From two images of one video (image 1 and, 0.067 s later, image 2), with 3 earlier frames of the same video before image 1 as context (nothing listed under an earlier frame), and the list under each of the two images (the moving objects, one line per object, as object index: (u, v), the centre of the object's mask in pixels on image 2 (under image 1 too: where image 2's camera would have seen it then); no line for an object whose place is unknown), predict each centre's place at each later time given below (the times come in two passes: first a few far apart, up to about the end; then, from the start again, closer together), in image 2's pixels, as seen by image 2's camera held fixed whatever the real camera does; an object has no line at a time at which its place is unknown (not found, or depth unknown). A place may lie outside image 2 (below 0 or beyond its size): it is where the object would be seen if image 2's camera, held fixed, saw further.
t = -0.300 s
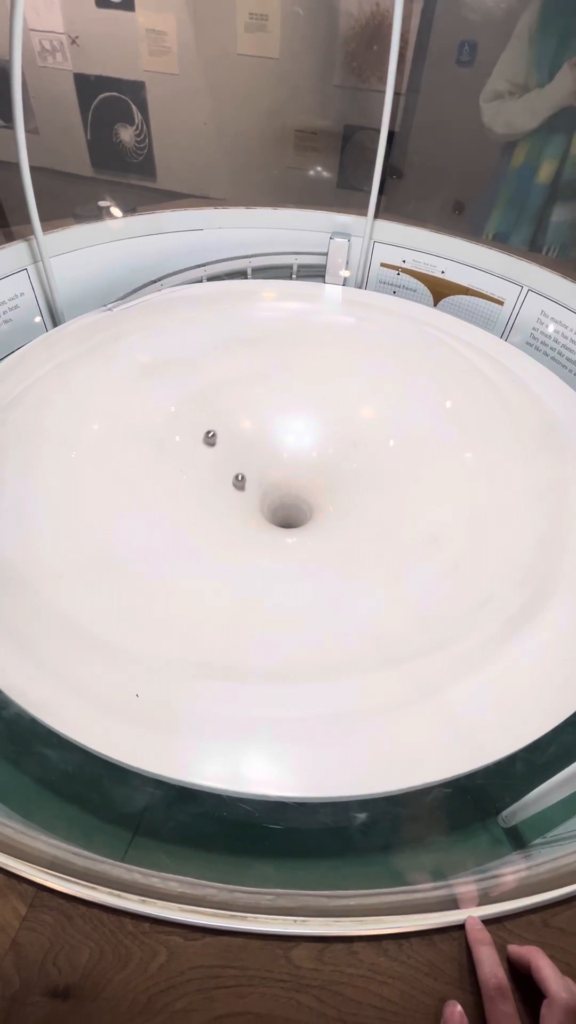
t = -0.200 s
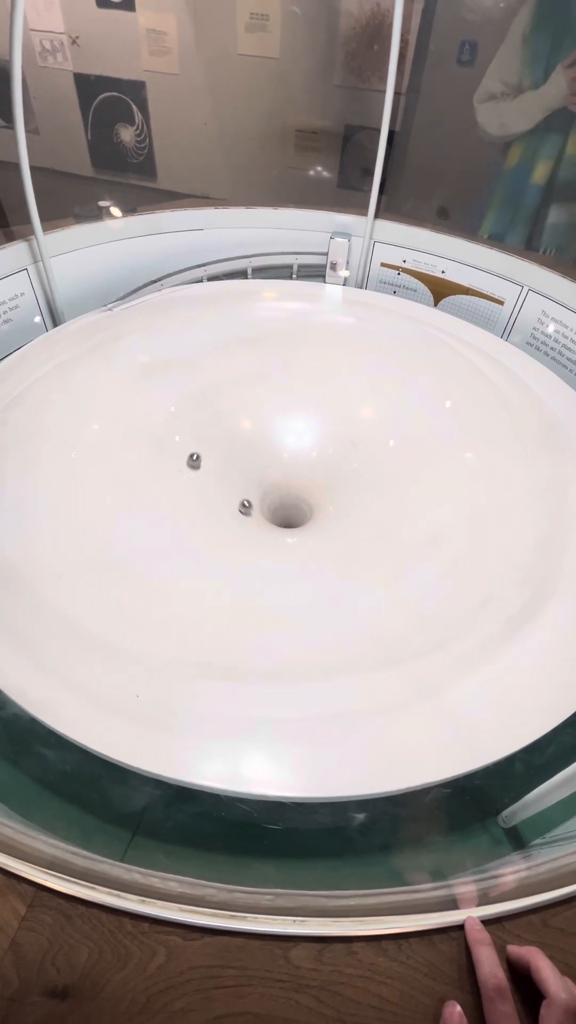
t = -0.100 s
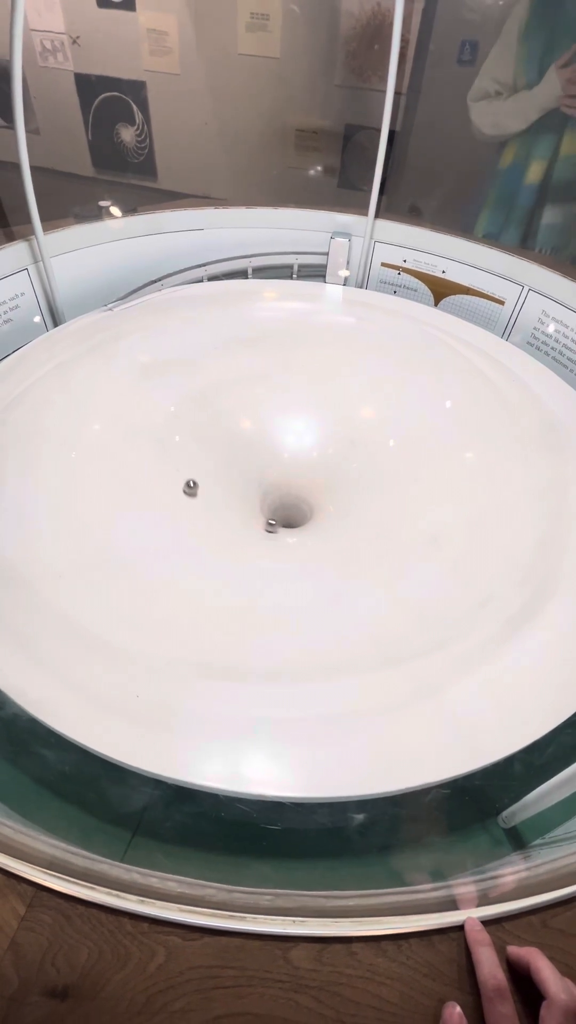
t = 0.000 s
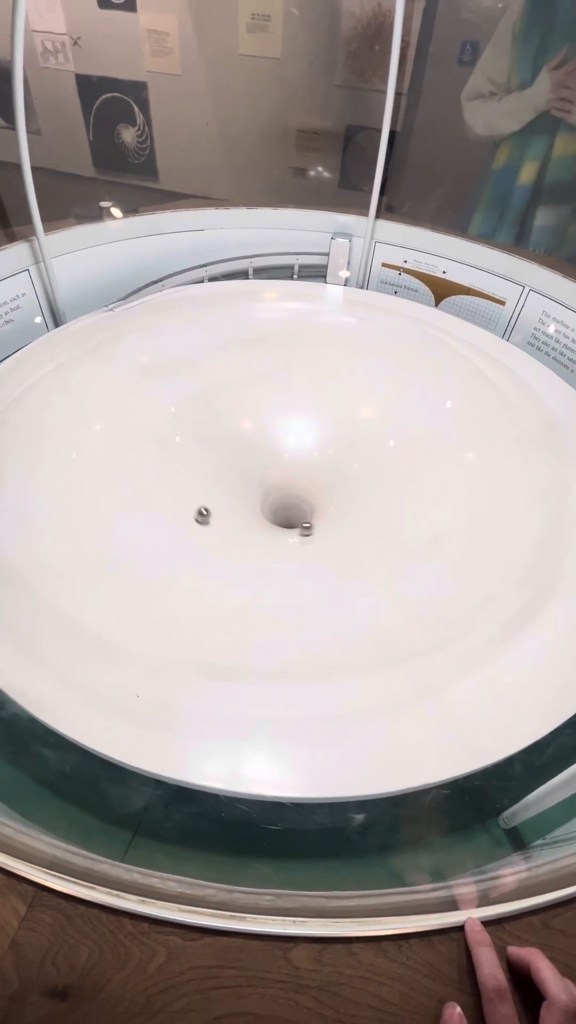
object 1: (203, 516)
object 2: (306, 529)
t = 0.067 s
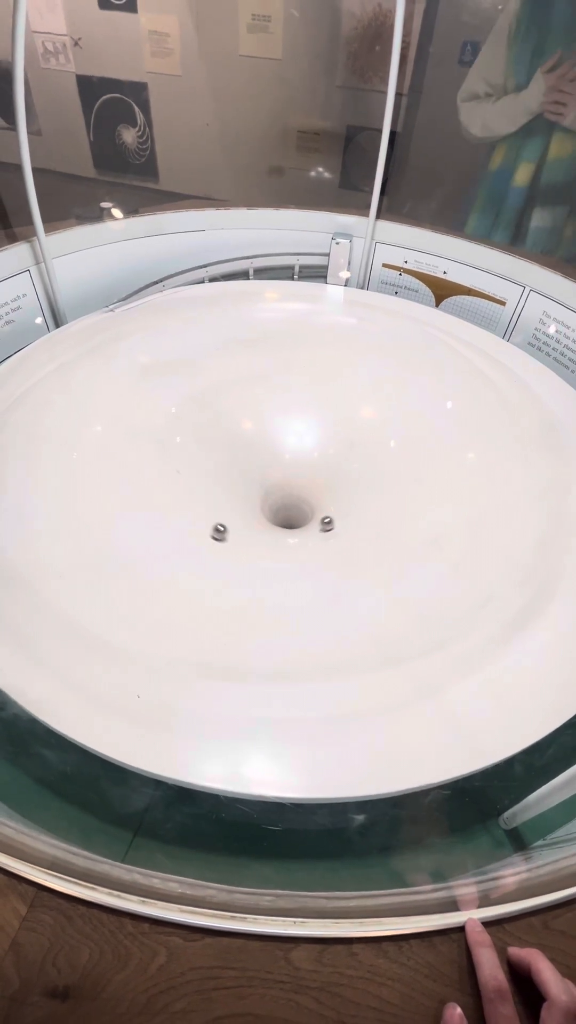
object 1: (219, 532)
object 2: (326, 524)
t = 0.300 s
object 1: (307, 556)
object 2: (347, 484)
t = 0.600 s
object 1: (386, 507)
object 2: (271, 459)
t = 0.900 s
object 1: (347, 435)
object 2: (240, 509)
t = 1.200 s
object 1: (249, 412)
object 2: (320, 525)
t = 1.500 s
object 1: (184, 451)
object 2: (317, 467)
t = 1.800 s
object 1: (220, 528)
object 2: (242, 461)
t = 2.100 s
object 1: (345, 536)
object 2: (261, 521)
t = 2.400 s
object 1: (386, 463)
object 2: (343, 498)
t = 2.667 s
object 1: (331, 412)
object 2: (309, 452)
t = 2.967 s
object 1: (242, 416)
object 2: (244, 481)
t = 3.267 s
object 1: (199, 483)
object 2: (301, 529)
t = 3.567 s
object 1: (277, 550)
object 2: (344, 489)
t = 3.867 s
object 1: (379, 525)
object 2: (268, 461)
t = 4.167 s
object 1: (374, 457)
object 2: (240, 508)
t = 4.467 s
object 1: (281, 418)
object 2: (320, 522)
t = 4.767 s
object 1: (195, 443)
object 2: (311, 462)
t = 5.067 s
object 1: (198, 514)
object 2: (242, 464)
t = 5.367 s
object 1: (310, 545)
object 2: (274, 525)
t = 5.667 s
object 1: (378, 483)
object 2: (344, 489)
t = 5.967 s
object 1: (328, 416)
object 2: (289, 453)
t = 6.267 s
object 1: (243, 411)
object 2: (246, 503)
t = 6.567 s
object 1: (199, 473)
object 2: (324, 523)
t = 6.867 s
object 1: (274, 543)
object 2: (325, 474)
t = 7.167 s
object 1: (381, 517)
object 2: (244, 472)
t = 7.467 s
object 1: (376, 451)
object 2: (264, 525)
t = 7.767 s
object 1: (286, 419)
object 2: (335, 499)
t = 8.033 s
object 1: (208, 446)
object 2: (288, 453)
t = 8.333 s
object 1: (206, 518)
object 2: (238, 484)
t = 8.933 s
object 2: (333, 468)
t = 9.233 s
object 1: (321, 423)
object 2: (261, 465)
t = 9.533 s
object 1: (231, 417)
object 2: (273, 526)
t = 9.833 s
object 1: (193, 475)
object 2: (342, 505)
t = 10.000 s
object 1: (222, 520)
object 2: (325, 476)
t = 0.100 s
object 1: (230, 539)
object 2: (334, 520)
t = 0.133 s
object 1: (241, 545)
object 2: (341, 515)
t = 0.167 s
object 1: (254, 549)
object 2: (346, 509)
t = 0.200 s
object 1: (267, 553)
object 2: (349, 503)
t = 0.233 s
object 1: (280, 555)
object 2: (350, 497)
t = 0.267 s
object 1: (294, 556)
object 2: (349, 491)
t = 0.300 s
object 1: (307, 556)
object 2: (347, 484)
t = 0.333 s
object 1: (321, 554)
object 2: (342, 479)
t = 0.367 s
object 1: (333, 551)
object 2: (337, 473)
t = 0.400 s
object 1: (345, 547)
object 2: (329, 468)
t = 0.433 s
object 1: (355, 542)
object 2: (321, 464)
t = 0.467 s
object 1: (364, 536)
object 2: (311, 461)
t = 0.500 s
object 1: (372, 530)
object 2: (301, 459)
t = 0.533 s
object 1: (378, 522)
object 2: (291, 458)
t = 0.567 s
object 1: (383, 515)
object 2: (281, 458)
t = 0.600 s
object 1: (386, 507)
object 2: (271, 459)
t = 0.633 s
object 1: (388, 499)
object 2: (262, 462)
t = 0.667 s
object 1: (387, 490)
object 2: (254, 465)
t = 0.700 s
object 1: (386, 482)
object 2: (246, 470)
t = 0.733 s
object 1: (382, 473)
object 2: (241, 475)
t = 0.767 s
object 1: (377, 465)
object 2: (237, 481)
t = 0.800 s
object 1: (371, 457)
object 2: (235, 488)
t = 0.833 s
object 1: (364, 449)
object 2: (235, 495)
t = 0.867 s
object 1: (356, 442)
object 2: (236, 502)
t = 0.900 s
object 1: (347, 435)
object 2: (240, 509)
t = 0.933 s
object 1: (337, 429)
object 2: (245, 516)
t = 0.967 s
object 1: (326, 424)
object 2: (253, 521)
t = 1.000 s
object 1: (315, 420)
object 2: (261, 526)
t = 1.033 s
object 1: (304, 416)
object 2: (270, 529)
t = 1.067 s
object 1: (293, 414)
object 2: (281, 531)
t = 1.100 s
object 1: (282, 412)
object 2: (291, 531)
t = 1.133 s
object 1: (271, 411)
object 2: (302, 531)
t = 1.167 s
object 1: (260, 411)
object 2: (312, 529)
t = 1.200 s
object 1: (249, 412)
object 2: (320, 525)
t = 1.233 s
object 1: (239, 413)
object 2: (327, 521)
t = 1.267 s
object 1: (229, 415)
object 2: (333, 515)
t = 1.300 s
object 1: (220, 418)
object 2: (337, 509)
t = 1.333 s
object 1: (212, 422)
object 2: (339, 502)
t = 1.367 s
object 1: (205, 427)
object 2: (339, 495)
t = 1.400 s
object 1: (198, 432)
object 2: (336, 487)
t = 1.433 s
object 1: (192, 438)
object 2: (331, 480)
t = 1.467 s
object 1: (188, 444)
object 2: (325, 473)
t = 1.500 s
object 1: (184, 451)
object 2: (317, 467)
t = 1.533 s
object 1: (182, 459)
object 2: (309, 461)
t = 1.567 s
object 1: (181, 467)
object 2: (299, 457)
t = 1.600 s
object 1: (182, 476)
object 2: (290, 454)
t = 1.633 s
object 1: (184, 485)
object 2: (280, 452)
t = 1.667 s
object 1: (188, 494)
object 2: (271, 452)
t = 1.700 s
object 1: (193, 503)
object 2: (263, 452)
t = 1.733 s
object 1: (200, 512)
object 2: (255, 454)
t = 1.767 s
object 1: (209, 520)
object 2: (248, 457)
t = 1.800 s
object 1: (220, 528)
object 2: (242, 461)
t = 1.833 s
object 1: (232, 534)
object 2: (238, 466)
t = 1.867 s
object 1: (246, 539)
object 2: (234, 472)
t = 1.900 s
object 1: (260, 544)
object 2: (233, 478)
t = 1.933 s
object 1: (275, 546)
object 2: (233, 486)
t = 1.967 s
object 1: (290, 547)
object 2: (234, 494)
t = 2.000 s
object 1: (305, 546)
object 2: (238, 501)
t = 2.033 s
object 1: (320, 544)
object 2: (244, 509)
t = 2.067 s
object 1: (333, 540)
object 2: (251, 515)
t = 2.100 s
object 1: (345, 536)
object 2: (261, 521)
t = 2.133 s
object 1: (356, 530)
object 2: (272, 525)
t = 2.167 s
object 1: (366, 523)
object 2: (284, 528)
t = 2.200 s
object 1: (374, 515)
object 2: (296, 528)
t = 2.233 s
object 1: (380, 507)
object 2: (308, 526)
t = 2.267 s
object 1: (385, 498)
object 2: (318, 522)
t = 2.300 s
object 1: (387, 489)
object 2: (327, 518)
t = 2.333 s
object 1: (388, 480)
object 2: (334, 512)
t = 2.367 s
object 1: (388, 472)
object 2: (340, 505)
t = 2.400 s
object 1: (386, 463)
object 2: (343, 498)
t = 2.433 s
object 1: (382, 455)
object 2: (344, 490)
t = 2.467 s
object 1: (377, 446)
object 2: (343, 483)
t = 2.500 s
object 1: (372, 439)
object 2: (341, 476)
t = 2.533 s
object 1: (365, 432)
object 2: (337, 469)
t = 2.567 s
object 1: (358, 426)
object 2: (331, 463)
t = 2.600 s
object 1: (349, 421)
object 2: (324, 458)
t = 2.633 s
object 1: (341, 416)
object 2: (317, 454)
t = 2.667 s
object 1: (331, 412)
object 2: (309, 452)
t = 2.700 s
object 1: (322, 410)
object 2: (300, 450)
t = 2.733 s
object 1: (311, 407)
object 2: (291, 450)
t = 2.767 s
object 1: (301, 406)
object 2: (282, 451)
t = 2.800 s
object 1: (291, 406)
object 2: (273, 453)
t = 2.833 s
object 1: (281, 406)
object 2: (266, 456)
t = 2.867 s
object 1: (271, 408)
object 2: (258, 461)
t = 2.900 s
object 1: (261, 410)
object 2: (252, 467)
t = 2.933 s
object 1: (252, 413)
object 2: (247, 473)
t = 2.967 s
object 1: (242, 416)
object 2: (244, 481)
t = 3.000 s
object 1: (234, 421)
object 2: (243, 489)
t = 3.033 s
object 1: (226, 426)
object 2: (243, 497)
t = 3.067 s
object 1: (218, 433)
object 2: (247, 506)
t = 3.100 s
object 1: (212, 440)
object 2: (252, 513)
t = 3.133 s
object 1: (207, 447)
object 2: (260, 520)
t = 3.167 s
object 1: (202, 455)
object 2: (268, 525)
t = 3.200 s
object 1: (200, 464)
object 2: (279, 527)
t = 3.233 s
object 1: (198, 474)
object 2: (290, 529)
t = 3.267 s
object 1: (199, 483)
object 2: (301, 529)
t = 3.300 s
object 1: (201, 493)
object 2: (311, 528)
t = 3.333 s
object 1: (205, 503)
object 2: (321, 526)
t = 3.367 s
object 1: (210, 512)
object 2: (329, 522)
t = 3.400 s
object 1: (218, 521)
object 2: (335, 518)
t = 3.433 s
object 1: (227, 529)
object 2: (341, 513)
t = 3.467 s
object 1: (238, 536)
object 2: (344, 507)
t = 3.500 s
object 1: (250, 542)
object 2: (346, 501)
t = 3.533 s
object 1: (263, 546)
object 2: (346, 495)
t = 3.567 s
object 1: (277, 550)
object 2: (344, 489)
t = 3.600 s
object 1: (291, 552)
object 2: (340, 483)
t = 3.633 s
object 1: (305, 552)
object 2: (334, 477)
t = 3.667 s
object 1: (318, 551)
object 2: (327, 472)
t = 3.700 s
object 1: (331, 549)
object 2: (319, 468)
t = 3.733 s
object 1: (343, 546)
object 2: (309, 464)
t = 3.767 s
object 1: (354, 542)
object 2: (299, 461)
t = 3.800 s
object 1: (364, 537)
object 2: (288, 460)
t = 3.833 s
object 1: (372, 531)
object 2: (278, 460)
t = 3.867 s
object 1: (379, 525)
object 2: (268, 461)
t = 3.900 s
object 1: (385, 517)
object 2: (259, 463)
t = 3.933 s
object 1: (389, 510)
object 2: (251, 466)
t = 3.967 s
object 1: (391, 502)
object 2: (245, 471)
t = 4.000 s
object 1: (392, 495)
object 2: (240, 476)
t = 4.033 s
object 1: (391, 487)
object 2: (236, 482)
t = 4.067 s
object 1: (389, 479)
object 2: (234, 488)
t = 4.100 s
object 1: (385, 471)
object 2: (234, 495)
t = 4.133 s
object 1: (380, 464)
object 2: (236, 502)
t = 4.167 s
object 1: (374, 457)
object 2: (240, 508)
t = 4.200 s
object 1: (366, 450)
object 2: (245, 515)
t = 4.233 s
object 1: (358, 444)
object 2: (253, 520)
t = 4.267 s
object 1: (348, 437)
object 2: (261, 524)
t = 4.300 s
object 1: (338, 433)
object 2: (271, 528)
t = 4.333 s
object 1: (327, 428)
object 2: (282, 529)
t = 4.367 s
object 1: (316, 424)
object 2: (292, 529)
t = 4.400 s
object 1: (305, 421)
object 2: (302, 529)
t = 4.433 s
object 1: (292, 419)
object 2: (312, 526)
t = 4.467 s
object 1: (281, 418)
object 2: (320, 522)
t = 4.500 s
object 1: (269, 418)
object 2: (327, 517)
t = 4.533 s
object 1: (258, 419)
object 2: (332, 511)
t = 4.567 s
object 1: (247, 420)
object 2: (335, 504)
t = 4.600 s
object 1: (236, 422)
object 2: (336, 497)
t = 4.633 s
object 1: (227, 425)
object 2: (335, 489)
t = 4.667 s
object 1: (218, 428)
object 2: (331, 482)
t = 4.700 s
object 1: (209, 433)
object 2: (326, 474)
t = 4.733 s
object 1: (202, 438)
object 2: (319, 468)
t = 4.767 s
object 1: (195, 443)
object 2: (311, 462)
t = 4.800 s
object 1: (190, 450)
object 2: (302, 457)
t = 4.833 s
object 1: (186, 457)
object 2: (293, 454)
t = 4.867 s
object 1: (183, 464)
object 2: (284, 452)
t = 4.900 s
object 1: (182, 472)
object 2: (276, 451)
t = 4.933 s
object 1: (182, 480)
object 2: (268, 451)
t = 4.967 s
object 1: (184, 489)
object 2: (260, 453)
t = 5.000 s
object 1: (187, 497)
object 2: (253, 455)
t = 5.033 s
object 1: (192, 505)
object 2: (247, 459)
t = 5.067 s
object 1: (198, 514)
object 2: (242, 464)
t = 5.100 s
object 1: (207, 521)
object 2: (239, 470)
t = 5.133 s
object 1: (216, 528)
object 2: (236, 477)
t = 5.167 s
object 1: (228, 535)
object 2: (236, 484)
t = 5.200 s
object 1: (240, 539)
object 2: (237, 492)
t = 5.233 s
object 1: (253, 543)
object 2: (241, 500)
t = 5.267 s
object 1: (267, 546)
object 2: (246, 508)
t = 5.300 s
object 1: (282, 547)
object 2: (254, 515)
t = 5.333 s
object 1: (296, 547)
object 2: (263, 521)
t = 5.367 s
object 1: (310, 545)
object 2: (274, 525)
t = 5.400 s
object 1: (324, 542)
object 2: (287, 527)
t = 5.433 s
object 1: (336, 537)
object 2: (299, 526)
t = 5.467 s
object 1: (347, 532)
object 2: (310, 524)
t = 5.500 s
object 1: (356, 525)
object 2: (320, 520)
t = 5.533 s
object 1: (364, 518)
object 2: (329, 515)
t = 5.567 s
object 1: (370, 510)
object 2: (336, 509)
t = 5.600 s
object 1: (375, 502)
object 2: (340, 503)
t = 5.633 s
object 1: (378, 492)
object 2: (343, 495)
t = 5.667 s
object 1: (378, 483)
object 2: (344, 489)
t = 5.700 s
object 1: (378, 474)
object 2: (343, 481)
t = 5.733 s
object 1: (375, 465)
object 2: (340, 475)
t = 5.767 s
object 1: (371, 456)
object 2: (335, 469)
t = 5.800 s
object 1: (366, 448)
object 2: (329, 463)
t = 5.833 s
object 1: (360, 440)
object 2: (322, 459)
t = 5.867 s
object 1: (353, 433)
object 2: (315, 456)
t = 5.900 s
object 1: (346, 426)
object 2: (306, 453)
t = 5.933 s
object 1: (337, 421)
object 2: (298, 452)
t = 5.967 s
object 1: (328, 416)
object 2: (289, 453)
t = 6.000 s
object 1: (319, 412)
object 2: (280, 454)
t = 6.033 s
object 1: (310, 409)
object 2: (271, 457)
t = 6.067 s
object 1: (300, 407)
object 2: (263, 461)
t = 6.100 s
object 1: (290, 405)
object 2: (256, 466)
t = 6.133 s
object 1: (280, 405)
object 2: (251, 472)
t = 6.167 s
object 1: (271, 405)
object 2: (247, 479)
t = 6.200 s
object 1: (261, 406)
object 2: (244, 487)
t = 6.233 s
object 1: (252, 409)
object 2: (244, 496)
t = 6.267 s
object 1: (243, 411)
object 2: (246, 503)
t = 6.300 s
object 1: (234, 415)
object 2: (251, 511)
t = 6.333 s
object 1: (227, 420)
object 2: (258, 518)
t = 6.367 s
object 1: (220, 425)
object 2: (266, 523)
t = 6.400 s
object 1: (213, 432)
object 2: (276, 527)
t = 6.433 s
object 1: (208, 438)
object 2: (286, 529)
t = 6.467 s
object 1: (204, 446)
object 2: (296, 529)
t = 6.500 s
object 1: (201, 454)
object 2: (307, 529)
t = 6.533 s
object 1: (199, 463)
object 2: (316, 526)
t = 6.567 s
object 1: (199, 473)
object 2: (324, 523)
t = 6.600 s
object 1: (200, 483)
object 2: (332, 519)
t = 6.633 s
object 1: (203, 493)
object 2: (337, 514)
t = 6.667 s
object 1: (208, 502)
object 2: (341, 509)
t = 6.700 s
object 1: (215, 512)
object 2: (343, 503)
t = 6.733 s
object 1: (224, 520)
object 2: (343, 497)
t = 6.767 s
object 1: (235, 528)
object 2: (342, 491)
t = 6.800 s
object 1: (246, 534)
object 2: (338, 485)
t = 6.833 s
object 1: (260, 540)
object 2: (333, 479)
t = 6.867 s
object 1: (274, 543)
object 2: (325, 474)
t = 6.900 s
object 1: (288, 545)
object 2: (317, 469)
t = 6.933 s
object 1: (303, 545)
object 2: (307, 466)
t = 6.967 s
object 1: (317, 545)
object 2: (297, 463)
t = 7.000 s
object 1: (331, 542)
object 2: (286, 462)
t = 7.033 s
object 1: (343, 539)
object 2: (276, 462)
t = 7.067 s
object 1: (355, 535)
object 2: (267, 463)
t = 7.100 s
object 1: (365, 529)
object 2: (258, 465)
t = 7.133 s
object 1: (373, 524)
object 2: (251, 468)
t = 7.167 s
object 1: (381, 517)
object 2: (244, 472)
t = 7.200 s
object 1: (386, 510)
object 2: (240, 477)
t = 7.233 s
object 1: (391, 502)
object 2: (236, 483)
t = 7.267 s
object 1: (393, 495)
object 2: (235, 489)
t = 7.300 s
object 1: (394, 487)
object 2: (235, 496)
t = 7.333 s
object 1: (393, 479)
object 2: (238, 503)
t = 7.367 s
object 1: (391, 472)
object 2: (242, 509)
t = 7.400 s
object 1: (387, 464)
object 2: (248, 515)
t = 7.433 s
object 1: (382, 457)
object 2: (256, 521)
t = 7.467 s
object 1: (376, 451)
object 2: (264, 525)
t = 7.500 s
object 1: (368, 444)
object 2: (275, 527)
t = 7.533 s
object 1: (360, 438)
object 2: (285, 528)
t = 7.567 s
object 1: (351, 433)
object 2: (296, 528)
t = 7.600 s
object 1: (341, 429)
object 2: (306, 527)
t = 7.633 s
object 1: (331, 426)
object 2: (315, 523)
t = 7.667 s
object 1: (320, 423)
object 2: (323, 519)
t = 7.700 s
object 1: (309, 421)
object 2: (329, 513)
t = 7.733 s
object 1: (297, 420)
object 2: (333, 507)
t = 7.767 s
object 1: (286, 419)
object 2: (335, 499)
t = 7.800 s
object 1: (275, 420)
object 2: (335, 492)
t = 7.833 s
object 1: (263, 422)
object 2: (332, 484)
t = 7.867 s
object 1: (253, 424)
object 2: (327, 477)
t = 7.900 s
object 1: (242, 427)
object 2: (321, 470)
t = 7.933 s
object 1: (232, 430)
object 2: (313, 464)
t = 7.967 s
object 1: (224, 435)
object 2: (305, 459)
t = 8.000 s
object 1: (215, 440)
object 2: (296, 455)
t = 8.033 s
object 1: (208, 446)
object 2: (288, 453)
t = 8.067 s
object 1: (202, 453)
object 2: (279, 452)
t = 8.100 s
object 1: (197, 460)
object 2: (271, 452)
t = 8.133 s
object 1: (194, 468)
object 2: (263, 453)
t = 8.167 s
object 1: (192, 476)
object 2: (256, 456)
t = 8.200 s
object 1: (192, 484)
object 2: (250, 460)
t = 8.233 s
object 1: (193, 493)
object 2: (245, 464)
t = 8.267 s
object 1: (196, 501)
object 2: (241, 470)
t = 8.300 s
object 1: (200, 510)
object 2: (239, 477)
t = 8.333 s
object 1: (206, 518)
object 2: (238, 484)
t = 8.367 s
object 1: (214, 525)
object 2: (240, 492)
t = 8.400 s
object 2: (243, 500)
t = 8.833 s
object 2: (343, 487)
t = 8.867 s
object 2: (341, 480)
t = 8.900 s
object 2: (338, 474)
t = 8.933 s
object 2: (333, 468)
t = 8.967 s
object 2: (327, 463)
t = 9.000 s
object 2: (320, 459)
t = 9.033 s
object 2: (311, 456)
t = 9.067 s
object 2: (303, 454)
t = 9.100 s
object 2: (294, 454)
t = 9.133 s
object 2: (285, 455)
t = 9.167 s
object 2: (276, 457)
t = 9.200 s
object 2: (268, 460)
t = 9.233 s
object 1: (321, 423)
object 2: (261, 465)
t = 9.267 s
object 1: (311, 419)
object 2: (254, 471)
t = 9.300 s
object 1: (301, 416)
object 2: (249, 478)
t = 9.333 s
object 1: (290, 414)
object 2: (246, 485)
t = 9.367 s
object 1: (280, 412)
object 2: (245, 493)
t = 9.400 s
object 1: (269, 411)
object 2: (246, 501)
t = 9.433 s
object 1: (260, 412)
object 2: (250, 509)
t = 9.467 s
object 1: (250, 413)
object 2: (255, 516)
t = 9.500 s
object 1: (240, 415)
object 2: (263, 521)
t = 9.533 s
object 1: (231, 417)
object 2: (273, 526)
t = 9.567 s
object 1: (223, 421)
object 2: (283, 528)
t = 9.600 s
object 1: (216, 425)
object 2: (293, 529)
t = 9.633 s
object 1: (209, 430)
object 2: (304, 529)
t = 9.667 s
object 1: (204, 436)
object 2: (313, 527)
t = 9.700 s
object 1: (199, 442)
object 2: (322, 524)
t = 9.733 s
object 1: (195, 450)
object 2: (329, 520)
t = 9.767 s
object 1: (193, 457)
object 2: (335, 516)
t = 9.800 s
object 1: (192, 466)
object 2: (339, 510)
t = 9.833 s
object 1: (193, 475)
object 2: (342, 505)
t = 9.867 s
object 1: (195, 484)
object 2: (342, 499)
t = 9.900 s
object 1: (199, 493)
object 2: (341, 493)
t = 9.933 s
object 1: (205, 502)
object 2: (337, 487)
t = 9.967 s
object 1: (212, 511)
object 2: (332, 481)
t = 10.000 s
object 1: (222, 520)
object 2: (325, 476)
